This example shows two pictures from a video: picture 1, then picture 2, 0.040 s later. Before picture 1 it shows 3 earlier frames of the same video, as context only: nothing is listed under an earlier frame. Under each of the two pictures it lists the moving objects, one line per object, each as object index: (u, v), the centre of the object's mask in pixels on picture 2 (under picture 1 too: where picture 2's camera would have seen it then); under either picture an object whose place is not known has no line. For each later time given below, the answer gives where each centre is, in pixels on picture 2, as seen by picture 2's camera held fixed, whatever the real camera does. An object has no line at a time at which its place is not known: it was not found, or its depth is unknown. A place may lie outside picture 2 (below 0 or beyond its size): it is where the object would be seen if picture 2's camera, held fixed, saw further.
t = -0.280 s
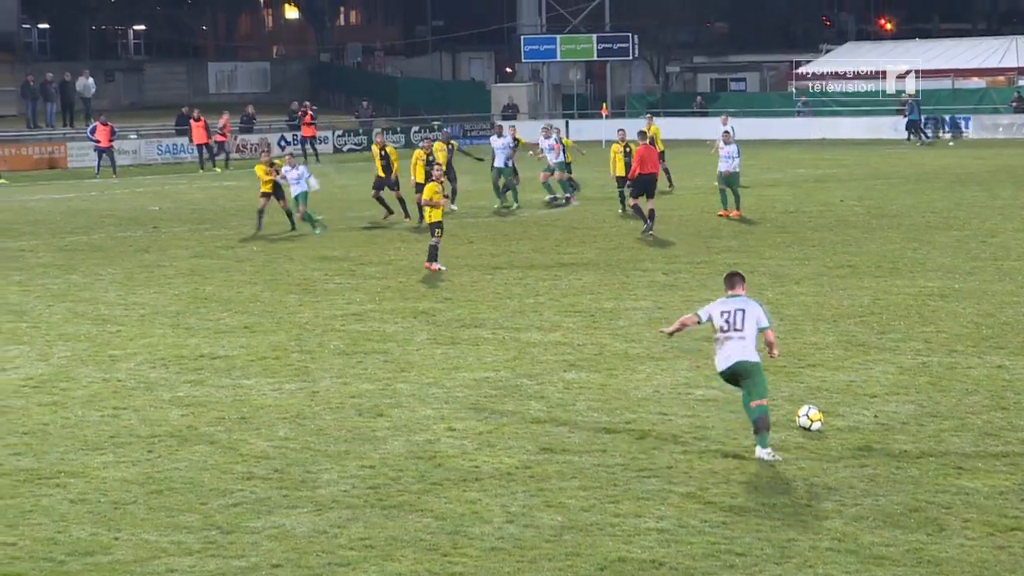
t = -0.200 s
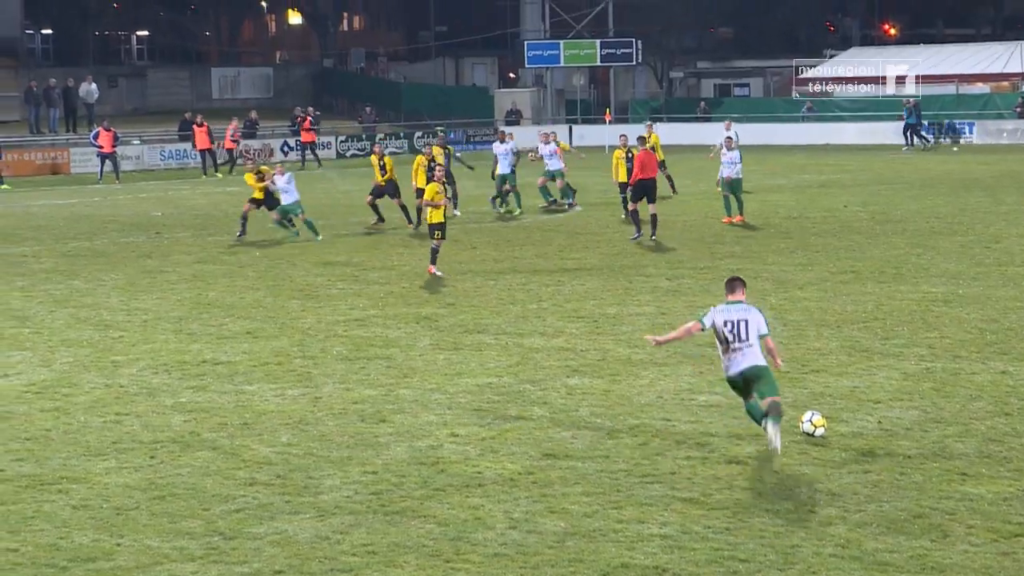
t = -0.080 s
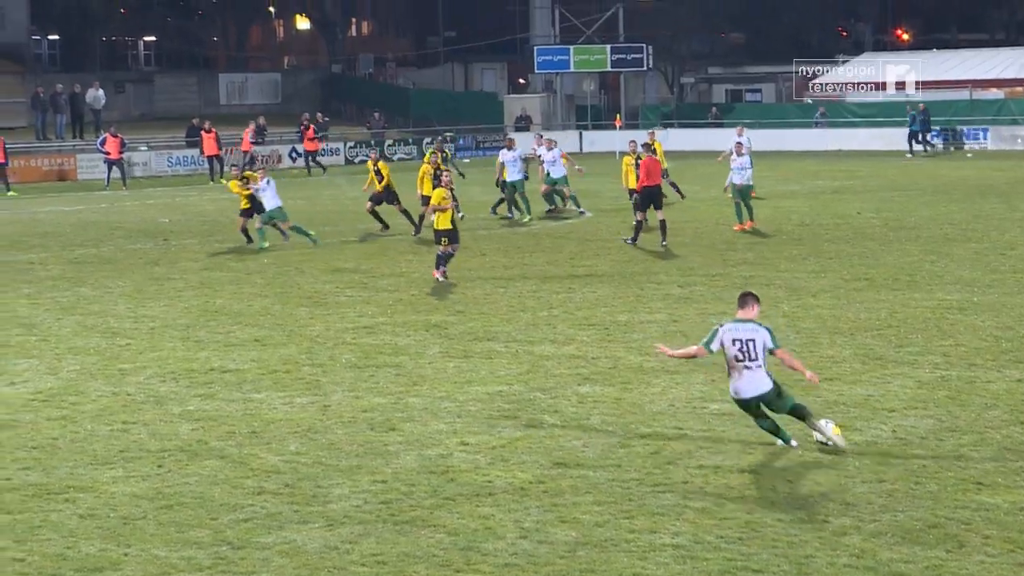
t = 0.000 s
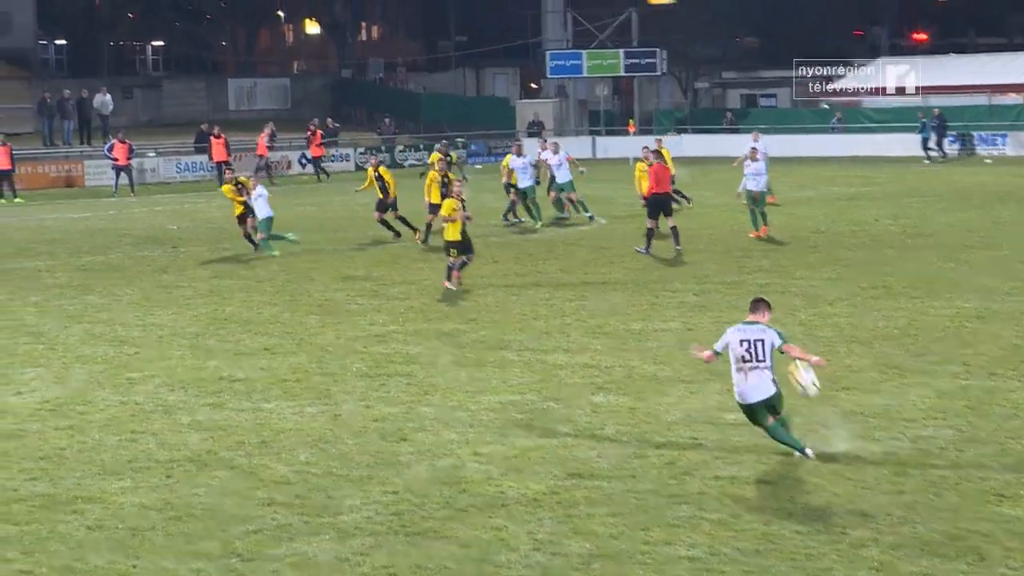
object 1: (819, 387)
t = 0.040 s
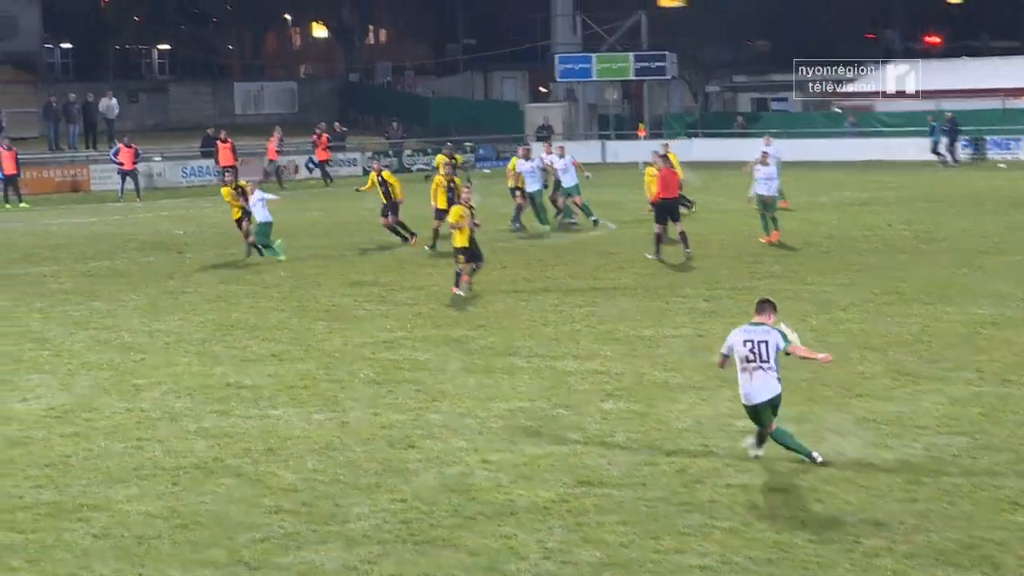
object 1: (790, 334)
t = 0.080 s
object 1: (759, 292)
